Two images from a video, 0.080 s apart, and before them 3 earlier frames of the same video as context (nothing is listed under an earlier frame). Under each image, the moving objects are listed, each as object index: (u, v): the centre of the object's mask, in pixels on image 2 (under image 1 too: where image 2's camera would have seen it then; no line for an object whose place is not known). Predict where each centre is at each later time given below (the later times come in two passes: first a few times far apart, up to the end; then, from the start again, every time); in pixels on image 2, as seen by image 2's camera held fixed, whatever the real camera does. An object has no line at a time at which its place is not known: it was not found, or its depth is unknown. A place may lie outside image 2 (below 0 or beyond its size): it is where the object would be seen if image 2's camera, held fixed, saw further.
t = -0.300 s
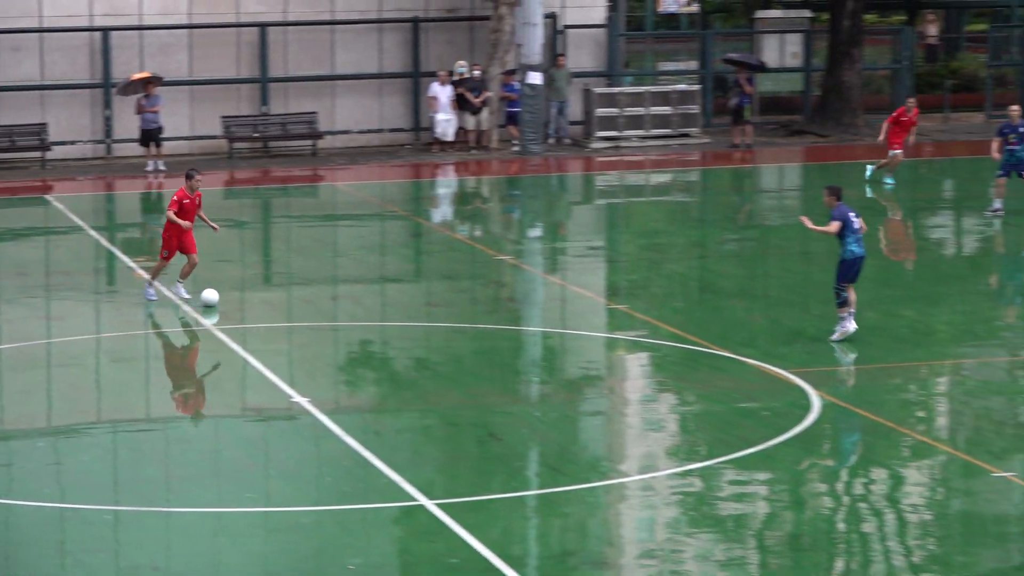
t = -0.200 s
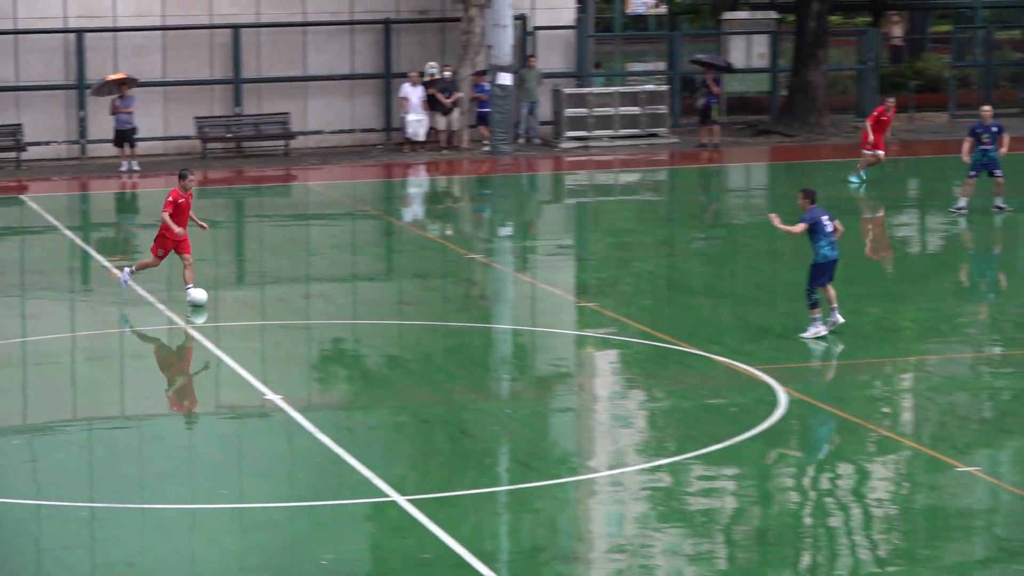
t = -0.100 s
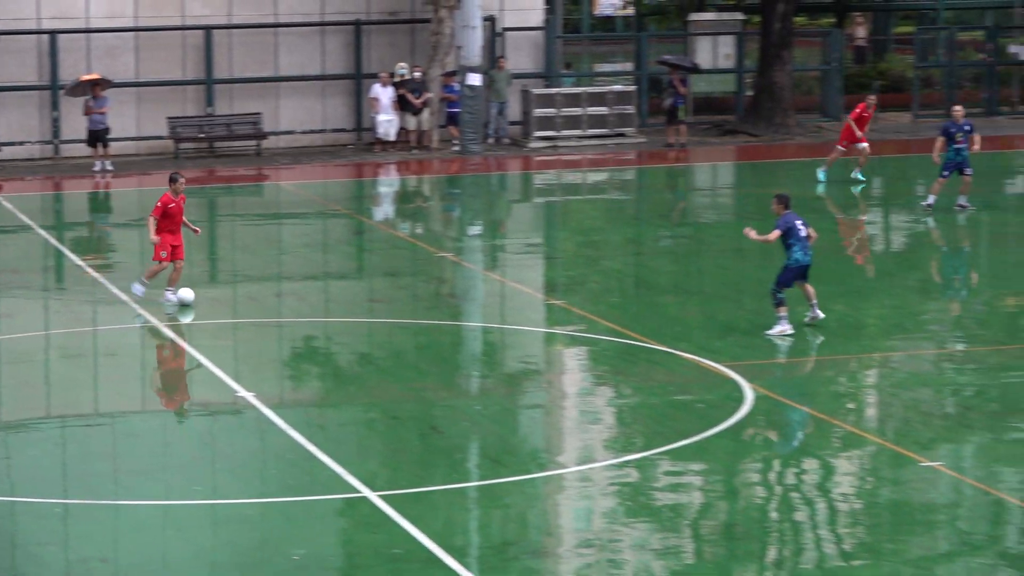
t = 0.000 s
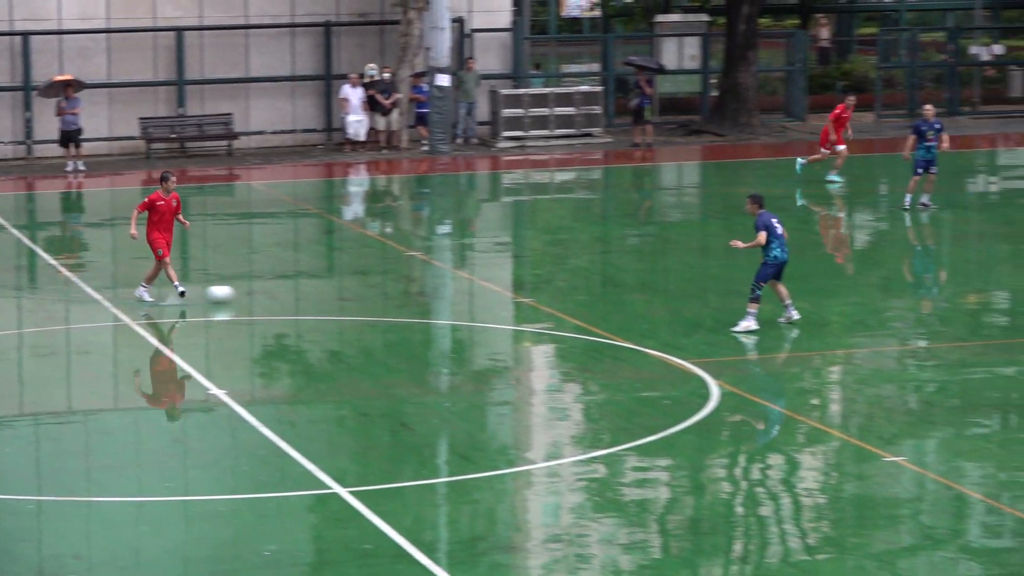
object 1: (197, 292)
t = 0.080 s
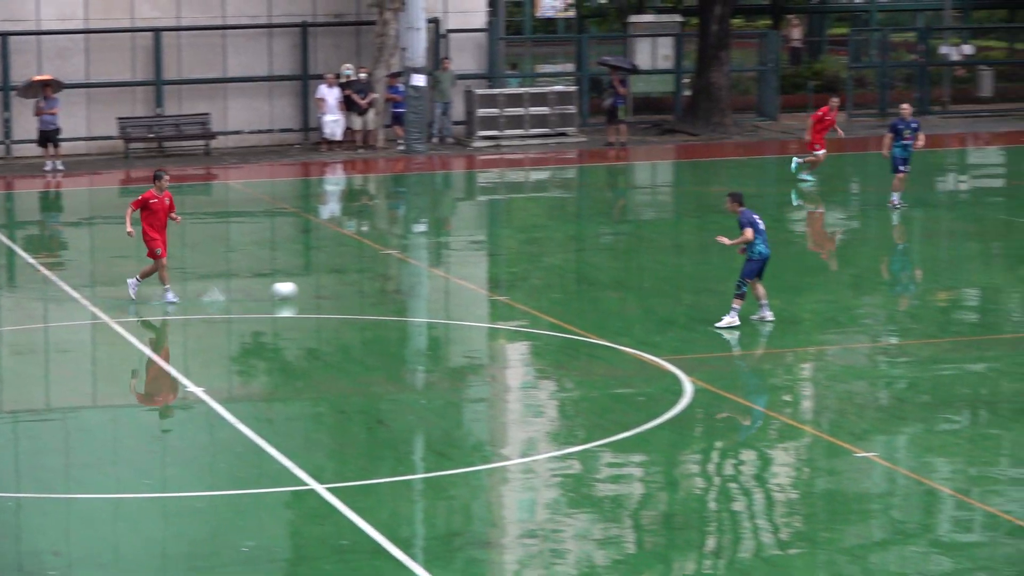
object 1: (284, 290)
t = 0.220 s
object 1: (424, 288)
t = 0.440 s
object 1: (606, 283)
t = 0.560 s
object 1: (695, 281)
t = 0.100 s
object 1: (305, 289)
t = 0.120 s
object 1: (326, 290)
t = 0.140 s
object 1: (346, 290)
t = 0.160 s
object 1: (367, 288)
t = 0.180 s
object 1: (387, 288)
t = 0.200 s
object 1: (406, 288)
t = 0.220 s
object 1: (424, 288)
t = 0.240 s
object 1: (442, 288)
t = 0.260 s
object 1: (460, 287)
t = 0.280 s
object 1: (478, 287)
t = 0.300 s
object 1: (494, 287)
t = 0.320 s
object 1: (511, 286)
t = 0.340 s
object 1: (527, 285)
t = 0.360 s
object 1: (543, 285)
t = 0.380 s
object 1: (559, 285)
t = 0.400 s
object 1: (575, 285)
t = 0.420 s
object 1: (591, 284)
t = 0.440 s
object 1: (606, 283)
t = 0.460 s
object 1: (622, 283)
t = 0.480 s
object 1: (637, 283)
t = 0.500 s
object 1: (652, 282)
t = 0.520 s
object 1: (666, 282)
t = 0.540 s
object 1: (681, 281)
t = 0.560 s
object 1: (695, 281)
